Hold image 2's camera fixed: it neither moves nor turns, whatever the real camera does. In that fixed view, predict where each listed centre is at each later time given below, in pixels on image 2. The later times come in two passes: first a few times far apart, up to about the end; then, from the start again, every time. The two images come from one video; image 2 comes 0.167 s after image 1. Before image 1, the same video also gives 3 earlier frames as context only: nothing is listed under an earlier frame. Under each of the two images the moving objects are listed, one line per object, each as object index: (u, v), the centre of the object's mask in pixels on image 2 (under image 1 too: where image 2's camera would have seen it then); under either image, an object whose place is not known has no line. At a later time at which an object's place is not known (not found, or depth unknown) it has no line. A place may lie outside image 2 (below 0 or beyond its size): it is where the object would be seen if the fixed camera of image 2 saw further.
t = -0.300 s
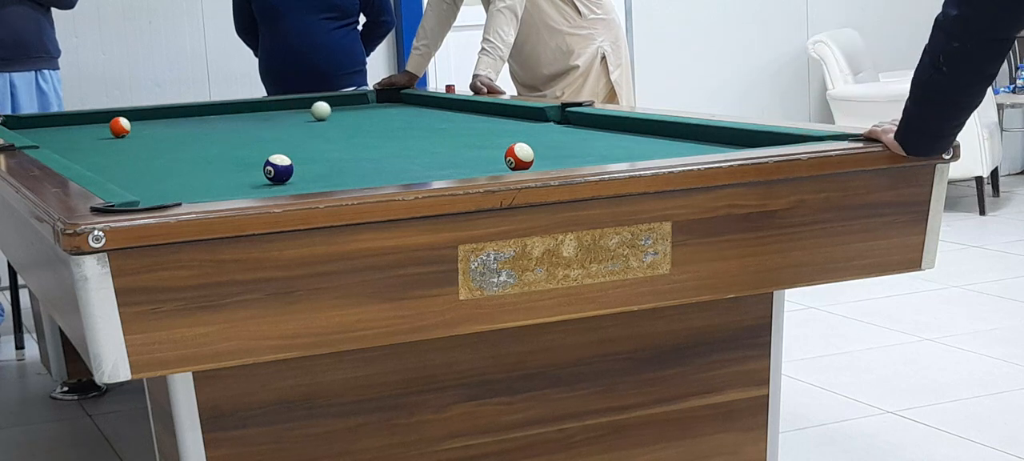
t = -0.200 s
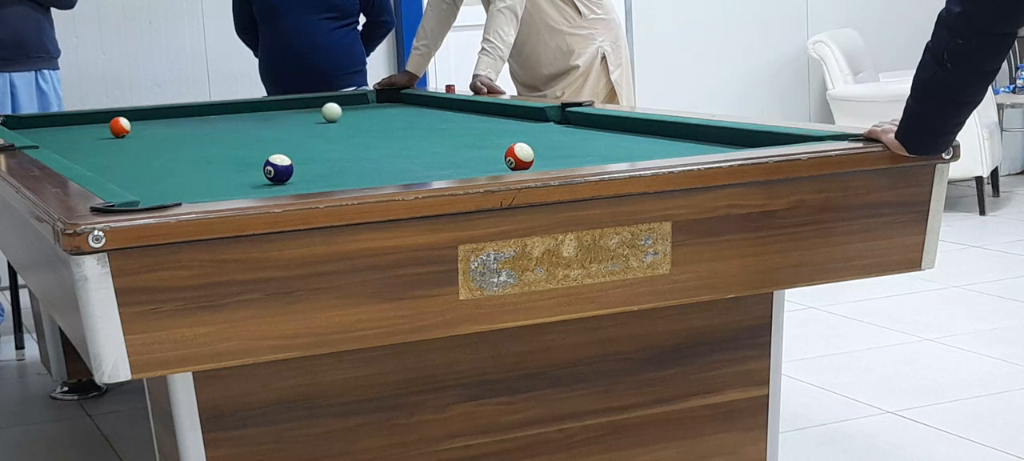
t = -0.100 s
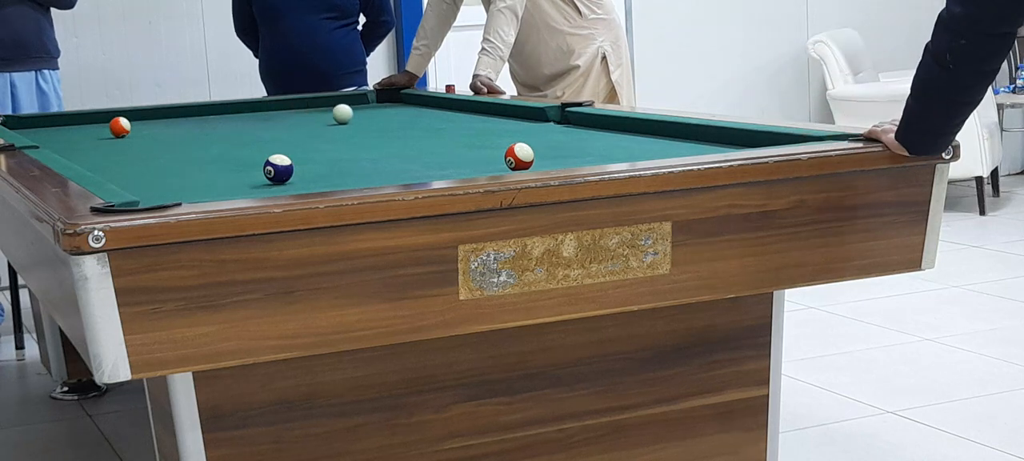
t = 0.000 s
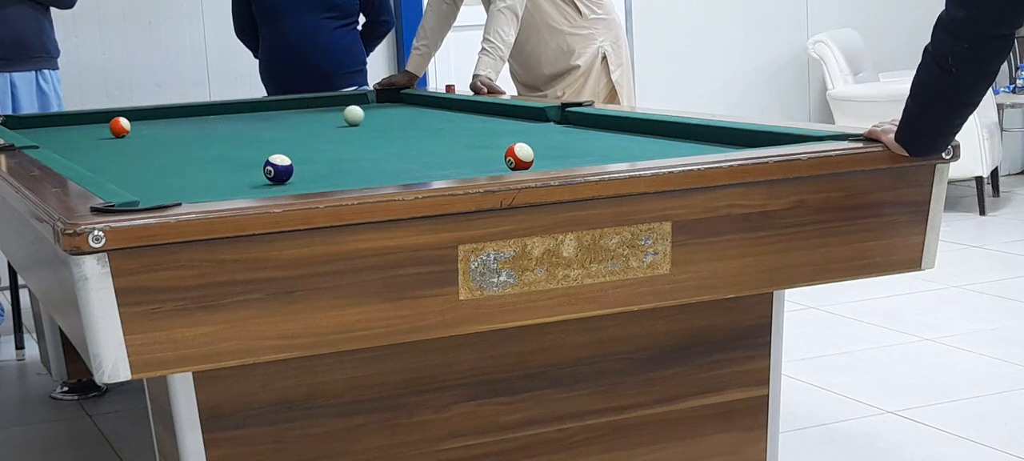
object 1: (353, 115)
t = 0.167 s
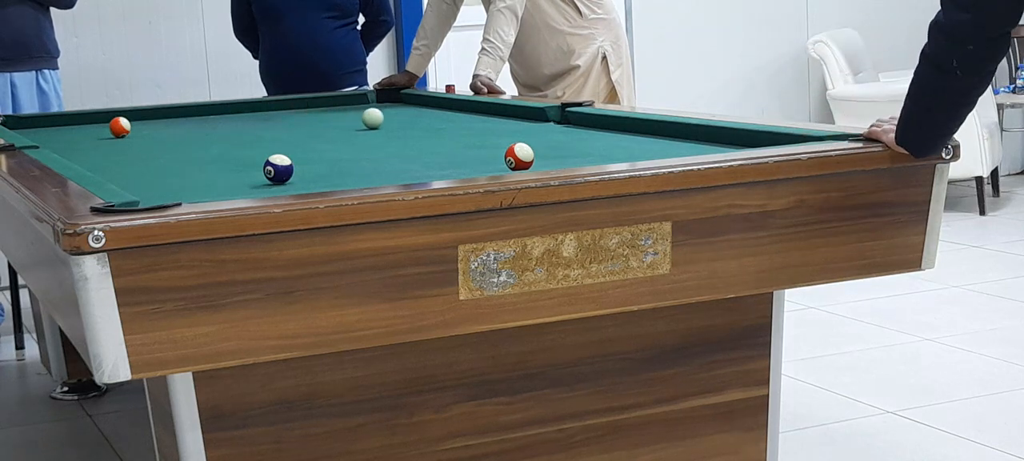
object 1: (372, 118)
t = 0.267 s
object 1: (385, 120)
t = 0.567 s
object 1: (423, 125)
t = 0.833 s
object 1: (460, 130)
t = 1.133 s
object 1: (504, 136)
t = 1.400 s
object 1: (549, 142)
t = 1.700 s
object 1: (601, 148)
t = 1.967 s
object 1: (652, 151)
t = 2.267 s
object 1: (672, 150)
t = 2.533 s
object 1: (651, 150)
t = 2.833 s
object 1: (631, 149)
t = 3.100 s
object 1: (617, 147)
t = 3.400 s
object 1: (604, 145)
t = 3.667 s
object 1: (594, 143)
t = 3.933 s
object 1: (586, 141)
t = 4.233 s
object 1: (579, 139)
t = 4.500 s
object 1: (576, 138)
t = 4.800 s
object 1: (572, 137)
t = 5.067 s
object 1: (571, 137)
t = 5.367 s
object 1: (570, 136)
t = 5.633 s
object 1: (570, 136)
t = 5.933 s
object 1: (570, 136)
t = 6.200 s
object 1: (570, 137)
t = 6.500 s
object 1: (570, 137)
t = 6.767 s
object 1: (570, 137)
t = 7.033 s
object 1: (570, 137)
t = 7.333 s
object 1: (570, 137)
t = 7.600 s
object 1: (570, 136)
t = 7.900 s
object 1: (570, 136)
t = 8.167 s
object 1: (570, 136)
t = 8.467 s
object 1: (570, 136)
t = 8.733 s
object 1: (570, 136)
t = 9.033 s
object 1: (570, 136)
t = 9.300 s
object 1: (570, 136)
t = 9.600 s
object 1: (570, 136)
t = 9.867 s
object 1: (570, 136)
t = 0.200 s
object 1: (377, 118)
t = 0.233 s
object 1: (380, 119)
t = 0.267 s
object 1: (385, 120)
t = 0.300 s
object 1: (389, 120)
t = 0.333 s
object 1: (393, 121)
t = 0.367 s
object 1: (397, 122)
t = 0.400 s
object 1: (401, 122)
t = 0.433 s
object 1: (405, 123)
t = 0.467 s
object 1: (410, 123)
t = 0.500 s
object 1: (414, 124)
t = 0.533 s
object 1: (418, 124)
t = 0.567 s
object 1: (423, 125)
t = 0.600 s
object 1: (427, 126)
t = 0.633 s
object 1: (432, 127)
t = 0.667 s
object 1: (436, 127)
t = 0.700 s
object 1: (441, 128)
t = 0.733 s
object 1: (446, 129)
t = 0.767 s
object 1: (450, 129)
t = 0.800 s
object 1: (455, 130)
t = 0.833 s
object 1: (460, 130)
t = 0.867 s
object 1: (464, 131)
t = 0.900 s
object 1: (469, 132)
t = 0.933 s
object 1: (474, 133)
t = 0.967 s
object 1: (479, 133)
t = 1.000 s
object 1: (484, 134)
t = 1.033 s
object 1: (489, 134)
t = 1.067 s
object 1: (494, 135)
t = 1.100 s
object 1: (500, 136)
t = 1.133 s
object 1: (504, 136)
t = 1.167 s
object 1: (509, 136)
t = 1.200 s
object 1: (515, 135)
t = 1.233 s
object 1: (521, 135)
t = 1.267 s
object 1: (527, 137)
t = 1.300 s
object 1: (533, 138)
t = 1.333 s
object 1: (538, 140)
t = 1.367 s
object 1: (543, 142)
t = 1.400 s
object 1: (549, 142)
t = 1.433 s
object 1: (554, 143)
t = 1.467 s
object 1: (559, 144)
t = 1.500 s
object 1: (565, 145)
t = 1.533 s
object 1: (571, 146)
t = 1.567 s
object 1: (577, 146)
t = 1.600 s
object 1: (583, 147)
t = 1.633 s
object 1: (589, 148)
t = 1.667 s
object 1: (595, 148)
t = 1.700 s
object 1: (601, 148)
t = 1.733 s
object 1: (608, 149)
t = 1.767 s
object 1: (614, 149)
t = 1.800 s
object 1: (620, 150)
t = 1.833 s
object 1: (626, 150)
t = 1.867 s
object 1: (633, 150)
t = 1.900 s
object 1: (639, 150)
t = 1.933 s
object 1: (646, 150)
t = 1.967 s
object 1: (652, 151)
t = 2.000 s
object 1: (659, 151)
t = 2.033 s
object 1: (666, 150)
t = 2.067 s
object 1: (673, 150)
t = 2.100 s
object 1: (680, 150)
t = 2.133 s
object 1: (683, 150)
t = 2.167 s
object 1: (680, 150)
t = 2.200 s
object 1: (677, 150)
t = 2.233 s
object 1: (674, 150)
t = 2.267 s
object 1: (672, 150)
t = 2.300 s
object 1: (669, 150)
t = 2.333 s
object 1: (666, 150)
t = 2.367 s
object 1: (663, 150)
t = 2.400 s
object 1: (661, 150)
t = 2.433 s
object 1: (658, 150)
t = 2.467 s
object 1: (656, 150)
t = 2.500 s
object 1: (653, 150)
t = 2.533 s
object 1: (651, 150)
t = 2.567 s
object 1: (648, 149)
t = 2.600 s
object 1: (646, 149)
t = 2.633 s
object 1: (644, 149)
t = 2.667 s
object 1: (641, 149)
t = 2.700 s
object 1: (639, 149)
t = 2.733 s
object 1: (637, 149)
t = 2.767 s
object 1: (635, 149)
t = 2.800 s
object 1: (633, 149)
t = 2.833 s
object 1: (631, 149)
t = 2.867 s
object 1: (629, 148)
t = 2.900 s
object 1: (627, 148)
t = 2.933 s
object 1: (626, 148)
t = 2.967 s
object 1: (624, 148)
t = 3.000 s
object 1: (622, 148)
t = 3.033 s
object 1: (620, 147)
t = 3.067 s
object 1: (619, 147)
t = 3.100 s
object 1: (617, 147)
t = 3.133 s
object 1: (616, 147)
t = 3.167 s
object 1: (614, 146)
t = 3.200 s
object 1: (612, 146)
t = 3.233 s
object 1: (611, 146)
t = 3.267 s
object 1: (610, 146)
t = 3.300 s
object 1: (608, 145)
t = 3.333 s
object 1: (607, 145)
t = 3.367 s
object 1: (605, 145)
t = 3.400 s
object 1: (604, 145)
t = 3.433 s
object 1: (602, 144)
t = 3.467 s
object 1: (601, 144)
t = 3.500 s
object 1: (600, 144)
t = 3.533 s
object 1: (599, 144)
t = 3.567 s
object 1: (597, 143)
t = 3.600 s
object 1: (596, 143)
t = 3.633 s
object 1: (595, 143)
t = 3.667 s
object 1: (594, 143)
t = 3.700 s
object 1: (593, 142)
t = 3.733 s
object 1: (592, 142)
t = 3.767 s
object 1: (591, 142)
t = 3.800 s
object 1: (590, 142)
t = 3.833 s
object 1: (588, 142)
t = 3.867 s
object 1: (588, 141)
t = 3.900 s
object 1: (587, 141)
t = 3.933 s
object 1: (586, 141)
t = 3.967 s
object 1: (585, 141)
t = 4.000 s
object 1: (584, 141)
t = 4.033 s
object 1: (584, 140)
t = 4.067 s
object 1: (583, 140)
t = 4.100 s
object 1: (582, 140)
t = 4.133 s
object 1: (581, 140)
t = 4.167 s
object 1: (581, 140)
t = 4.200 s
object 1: (580, 140)
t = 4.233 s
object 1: (579, 139)
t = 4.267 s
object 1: (579, 139)
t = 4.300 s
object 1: (578, 139)
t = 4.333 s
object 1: (578, 139)
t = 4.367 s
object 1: (578, 139)
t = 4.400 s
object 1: (577, 139)
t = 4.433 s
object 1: (577, 139)
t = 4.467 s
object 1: (576, 138)
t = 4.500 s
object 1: (576, 138)
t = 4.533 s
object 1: (575, 138)
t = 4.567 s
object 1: (575, 138)
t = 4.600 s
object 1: (575, 138)
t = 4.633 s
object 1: (574, 138)
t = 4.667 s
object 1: (573, 138)
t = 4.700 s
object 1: (573, 138)
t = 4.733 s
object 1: (573, 138)
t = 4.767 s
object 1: (572, 138)
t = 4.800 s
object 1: (572, 137)
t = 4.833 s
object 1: (571, 137)
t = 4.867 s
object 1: (571, 137)
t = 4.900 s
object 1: (571, 137)
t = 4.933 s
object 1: (571, 137)
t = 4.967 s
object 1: (570, 137)
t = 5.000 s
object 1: (571, 137)
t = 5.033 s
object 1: (570, 137)
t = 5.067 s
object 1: (571, 137)
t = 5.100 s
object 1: (570, 137)
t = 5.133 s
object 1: (570, 137)
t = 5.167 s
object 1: (570, 137)
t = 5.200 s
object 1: (570, 137)
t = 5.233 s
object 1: (570, 137)
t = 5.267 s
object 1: (570, 137)
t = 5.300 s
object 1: (570, 137)
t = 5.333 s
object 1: (570, 137)
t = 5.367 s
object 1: (570, 136)
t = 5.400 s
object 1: (570, 137)
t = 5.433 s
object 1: (570, 137)
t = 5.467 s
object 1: (570, 137)
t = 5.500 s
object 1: (570, 137)
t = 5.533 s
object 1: (570, 137)
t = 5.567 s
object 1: (570, 137)
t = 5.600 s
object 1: (570, 137)
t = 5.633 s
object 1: (570, 136)
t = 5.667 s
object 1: (570, 136)
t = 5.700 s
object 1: (570, 137)
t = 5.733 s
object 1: (570, 137)
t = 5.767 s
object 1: (570, 137)
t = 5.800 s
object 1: (570, 137)
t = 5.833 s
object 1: (570, 136)
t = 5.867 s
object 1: (570, 137)
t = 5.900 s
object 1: (570, 136)
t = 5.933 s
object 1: (570, 136)
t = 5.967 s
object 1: (570, 137)
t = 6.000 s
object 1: (570, 137)
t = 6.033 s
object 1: (570, 137)
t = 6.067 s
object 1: (570, 137)
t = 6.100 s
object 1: (570, 137)
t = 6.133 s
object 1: (570, 136)
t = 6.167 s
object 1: (570, 137)
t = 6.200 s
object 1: (570, 137)
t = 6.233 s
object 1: (570, 136)
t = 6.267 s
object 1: (570, 136)
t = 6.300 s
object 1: (570, 137)
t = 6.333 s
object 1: (570, 137)
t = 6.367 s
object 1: (570, 137)
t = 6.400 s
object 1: (570, 137)
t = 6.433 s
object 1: (570, 137)
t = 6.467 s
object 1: (570, 136)
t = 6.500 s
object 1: (570, 137)
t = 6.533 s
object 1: (570, 137)
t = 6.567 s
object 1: (570, 137)
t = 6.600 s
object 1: (570, 137)
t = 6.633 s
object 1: (570, 137)
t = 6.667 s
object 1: (570, 137)
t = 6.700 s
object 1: (570, 136)
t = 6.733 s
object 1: (570, 137)
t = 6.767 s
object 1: (570, 137)
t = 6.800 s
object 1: (570, 137)
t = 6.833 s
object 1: (570, 137)
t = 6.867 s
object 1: (570, 137)
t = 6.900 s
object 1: (570, 137)
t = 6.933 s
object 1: (570, 137)
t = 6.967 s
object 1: (570, 137)
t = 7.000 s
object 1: (570, 137)
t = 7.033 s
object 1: (570, 137)
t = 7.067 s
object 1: (570, 137)
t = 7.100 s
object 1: (570, 137)
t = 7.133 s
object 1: (570, 136)
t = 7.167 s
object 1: (570, 136)
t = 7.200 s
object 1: (570, 136)
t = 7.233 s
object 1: (570, 136)
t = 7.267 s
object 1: (570, 137)
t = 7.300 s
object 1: (570, 136)
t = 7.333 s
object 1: (570, 137)
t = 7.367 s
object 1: (570, 136)
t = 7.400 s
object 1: (570, 136)
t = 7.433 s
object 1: (570, 137)
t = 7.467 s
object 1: (570, 137)
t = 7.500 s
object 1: (570, 136)
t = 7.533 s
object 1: (570, 136)
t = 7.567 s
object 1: (570, 136)
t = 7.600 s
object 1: (570, 136)
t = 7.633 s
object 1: (570, 136)
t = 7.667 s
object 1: (570, 136)
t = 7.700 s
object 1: (570, 136)
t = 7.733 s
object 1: (570, 136)
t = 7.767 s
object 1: (570, 136)
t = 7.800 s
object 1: (570, 137)
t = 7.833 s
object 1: (570, 136)
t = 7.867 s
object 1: (570, 136)
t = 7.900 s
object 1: (570, 136)
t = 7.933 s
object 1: (570, 136)
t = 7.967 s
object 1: (570, 136)
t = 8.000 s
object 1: (570, 137)
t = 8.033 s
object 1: (570, 137)
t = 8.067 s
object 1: (570, 136)
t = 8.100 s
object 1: (570, 136)
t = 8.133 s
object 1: (570, 136)
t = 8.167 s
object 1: (570, 136)
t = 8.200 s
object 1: (570, 136)
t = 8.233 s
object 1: (570, 136)
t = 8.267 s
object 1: (570, 136)
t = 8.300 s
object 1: (570, 136)
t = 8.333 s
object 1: (570, 136)
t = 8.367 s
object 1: (570, 136)
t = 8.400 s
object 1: (570, 136)
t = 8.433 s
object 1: (570, 136)
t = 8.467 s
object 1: (570, 136)
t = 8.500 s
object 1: (570, 136)
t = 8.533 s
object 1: (570, 136)
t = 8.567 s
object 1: (570, 136)
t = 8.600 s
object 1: (570, 136)
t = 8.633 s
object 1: (570, 136)
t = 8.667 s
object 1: (570, 136)
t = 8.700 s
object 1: (570, 136)
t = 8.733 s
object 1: (570, 136)
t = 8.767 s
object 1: (570, 136)
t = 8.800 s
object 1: (570, 136)
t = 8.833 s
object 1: (570, 136)
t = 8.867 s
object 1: (570, 136)
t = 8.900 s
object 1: (570, 136)
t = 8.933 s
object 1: (570, 136)
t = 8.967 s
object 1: (570, 136)
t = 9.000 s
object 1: (570, 136)
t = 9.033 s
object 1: (570, 136)
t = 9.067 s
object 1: (570, 136)
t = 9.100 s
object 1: (570, 136)
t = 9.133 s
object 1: (570, 136)
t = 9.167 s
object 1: (570, 136)
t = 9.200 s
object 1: (570, 136)
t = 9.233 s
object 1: (570, 136)
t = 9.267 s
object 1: (570, 136)
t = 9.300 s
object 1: (570, 136)
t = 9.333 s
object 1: (570, 136)
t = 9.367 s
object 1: (570, 136)
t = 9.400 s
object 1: (570, 136)
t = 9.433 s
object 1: (570, 137)
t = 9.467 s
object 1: (570, 136)
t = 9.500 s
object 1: (570, 136)
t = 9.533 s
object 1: (570, 136)
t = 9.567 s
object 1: (570, 137)
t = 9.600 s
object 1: (570, 136)
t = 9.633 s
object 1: (570, 136)
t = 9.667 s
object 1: (570, 136)
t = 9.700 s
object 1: (570, 136)
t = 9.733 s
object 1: (570, 136)
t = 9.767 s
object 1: (570, 136)
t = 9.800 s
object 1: (570, 137)
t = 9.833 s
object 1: (570, 137)
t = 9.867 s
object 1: (570, 136)
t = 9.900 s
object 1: (570, 136)
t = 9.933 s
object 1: (570, 137)
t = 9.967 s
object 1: (570, 136)
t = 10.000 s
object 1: (570, 136)
